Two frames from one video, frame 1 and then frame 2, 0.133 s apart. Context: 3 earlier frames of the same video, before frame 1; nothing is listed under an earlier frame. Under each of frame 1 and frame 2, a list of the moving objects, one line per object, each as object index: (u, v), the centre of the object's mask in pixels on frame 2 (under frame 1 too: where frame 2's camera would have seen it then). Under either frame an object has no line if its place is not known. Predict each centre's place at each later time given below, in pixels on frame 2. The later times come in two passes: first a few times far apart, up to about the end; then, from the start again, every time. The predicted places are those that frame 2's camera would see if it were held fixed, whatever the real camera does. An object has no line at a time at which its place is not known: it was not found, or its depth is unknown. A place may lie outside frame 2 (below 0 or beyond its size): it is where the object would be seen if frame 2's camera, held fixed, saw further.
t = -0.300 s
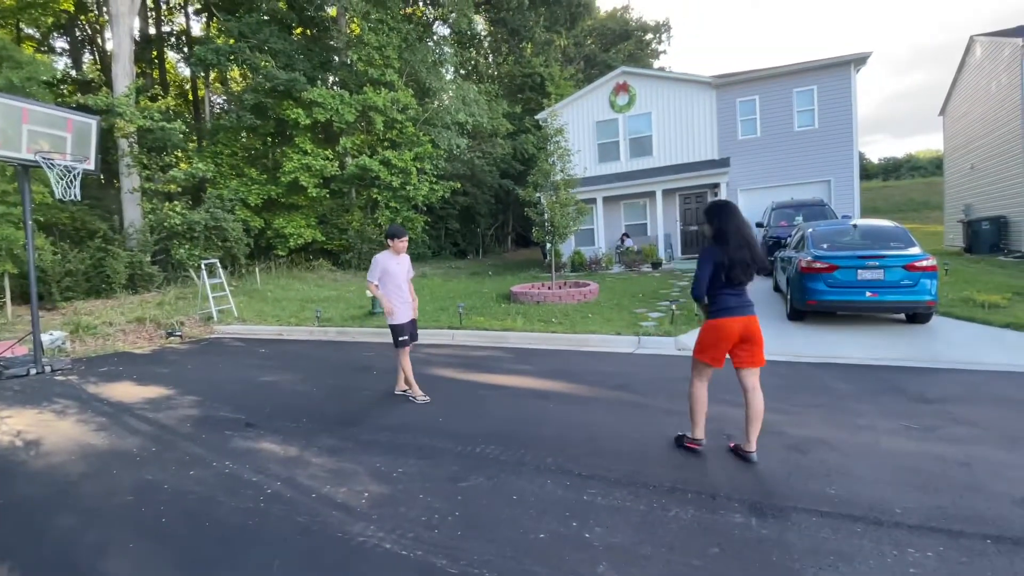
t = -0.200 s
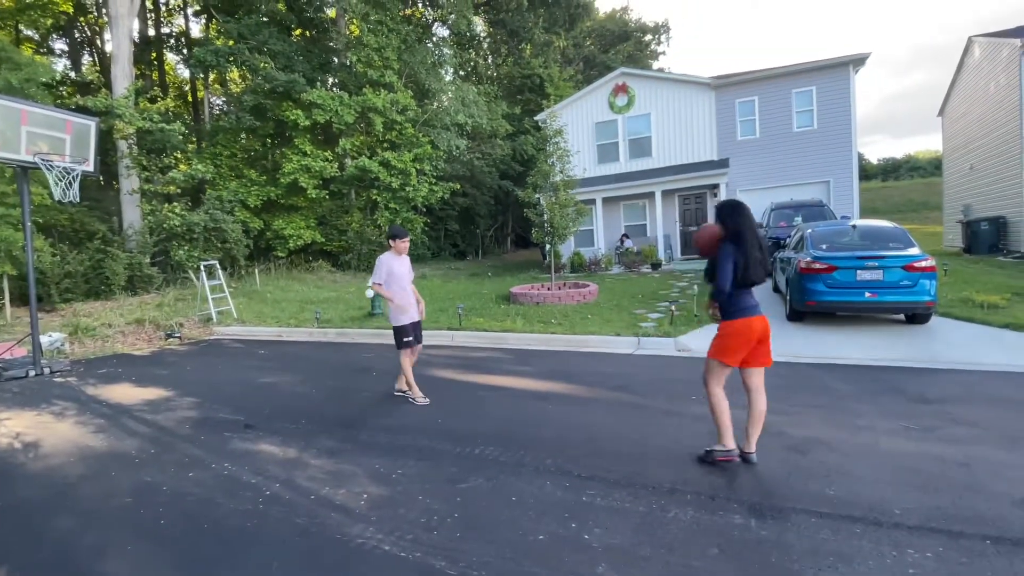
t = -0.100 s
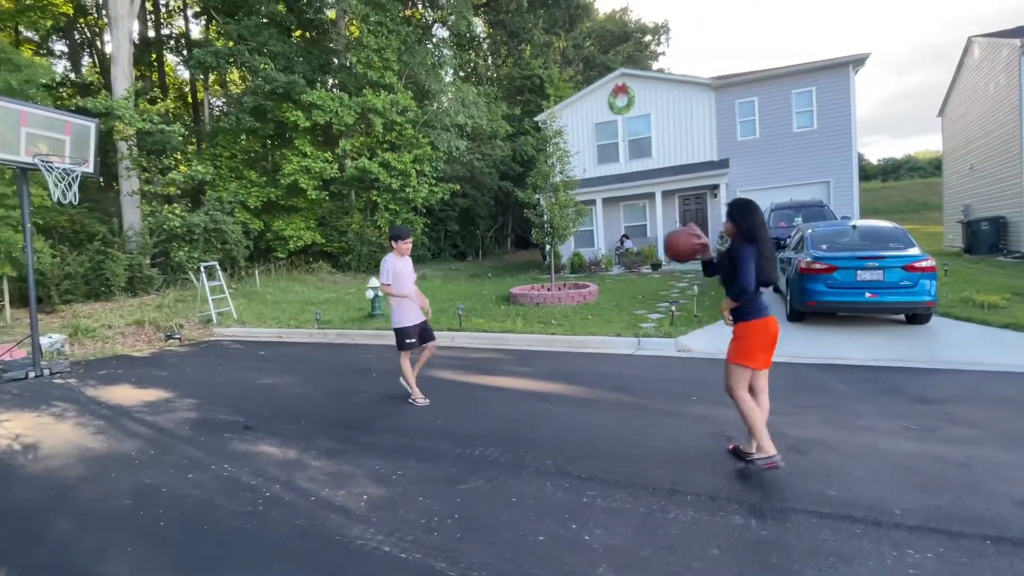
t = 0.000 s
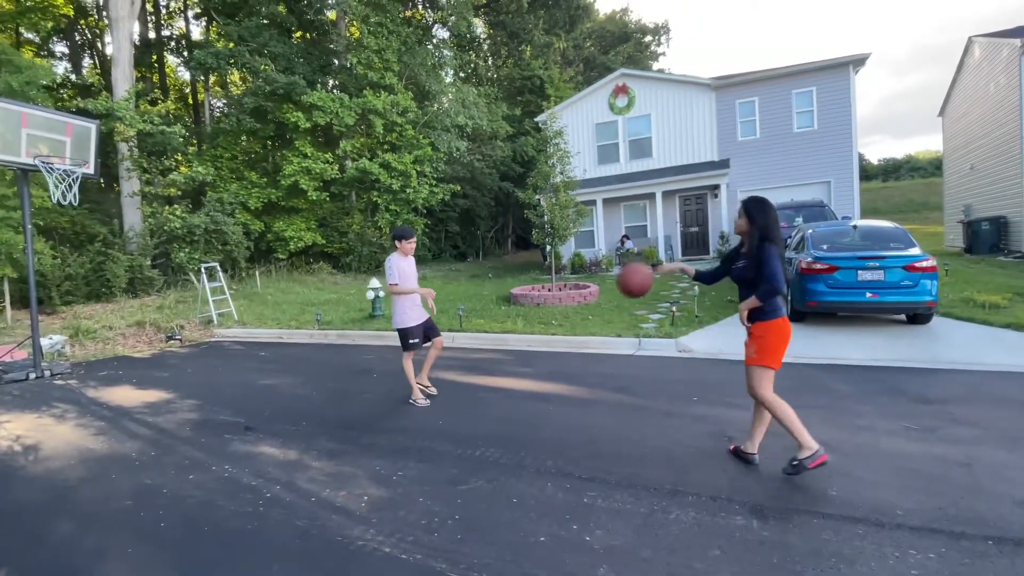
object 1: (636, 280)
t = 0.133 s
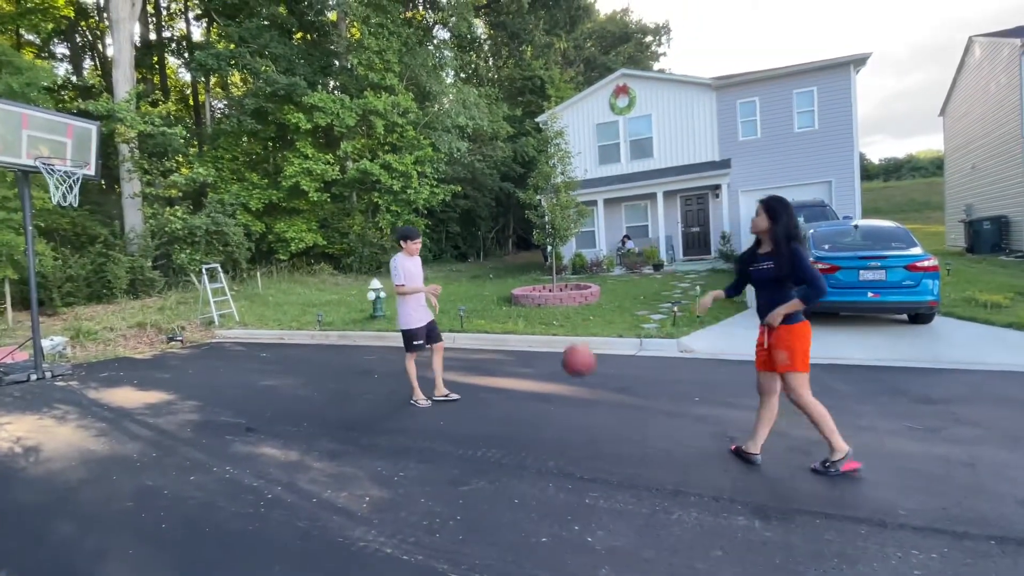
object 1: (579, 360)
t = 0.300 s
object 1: (531, 373)
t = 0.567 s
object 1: (486, 283)
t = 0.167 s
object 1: (566, 382)
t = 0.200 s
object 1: (553, 405)
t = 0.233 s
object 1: (544, 411)
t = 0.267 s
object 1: (537, 391)
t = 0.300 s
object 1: (531, 373)
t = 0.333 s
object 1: (525, 357)
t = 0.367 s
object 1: (519, 342)
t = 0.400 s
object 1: (513, 328)
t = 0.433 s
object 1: (507, 316)
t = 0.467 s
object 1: (501, 306)
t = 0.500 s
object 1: (496, 297)
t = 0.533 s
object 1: (491, 289)
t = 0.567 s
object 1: (486, 283)
